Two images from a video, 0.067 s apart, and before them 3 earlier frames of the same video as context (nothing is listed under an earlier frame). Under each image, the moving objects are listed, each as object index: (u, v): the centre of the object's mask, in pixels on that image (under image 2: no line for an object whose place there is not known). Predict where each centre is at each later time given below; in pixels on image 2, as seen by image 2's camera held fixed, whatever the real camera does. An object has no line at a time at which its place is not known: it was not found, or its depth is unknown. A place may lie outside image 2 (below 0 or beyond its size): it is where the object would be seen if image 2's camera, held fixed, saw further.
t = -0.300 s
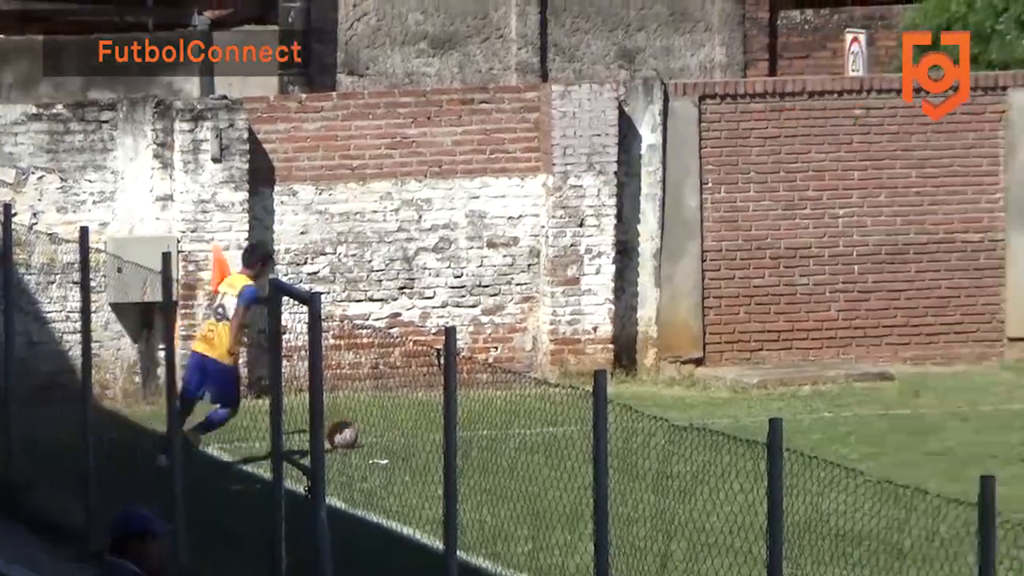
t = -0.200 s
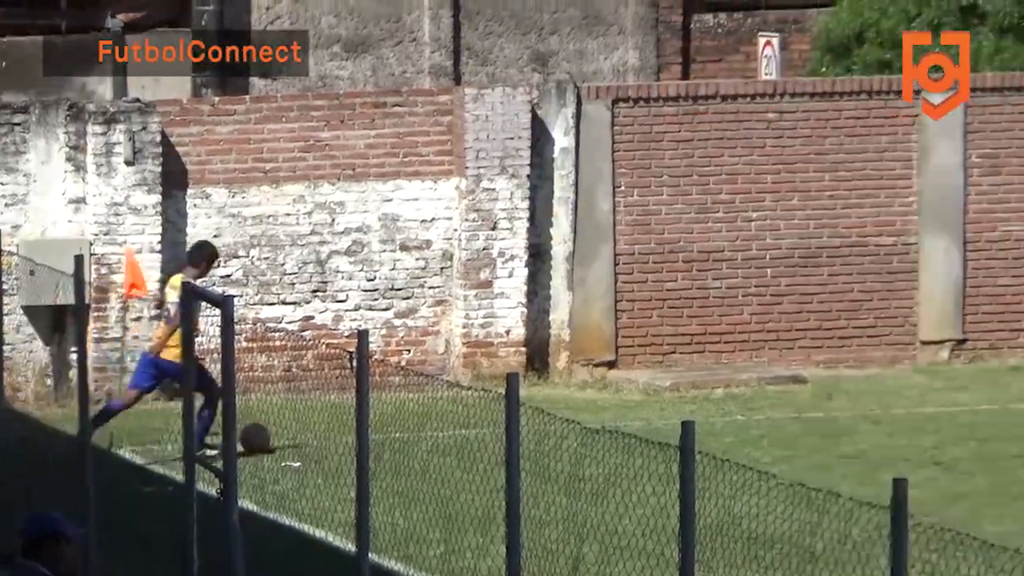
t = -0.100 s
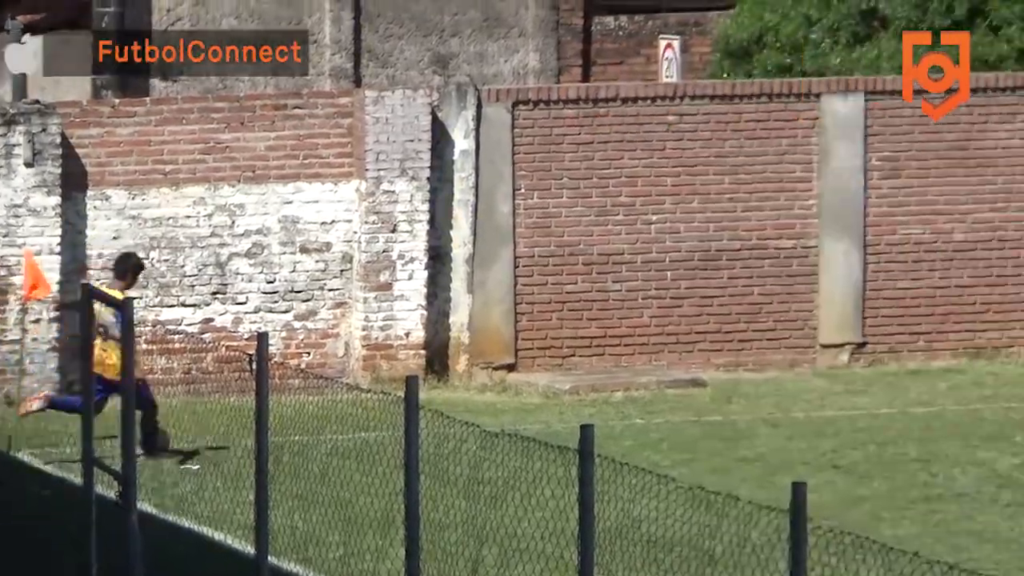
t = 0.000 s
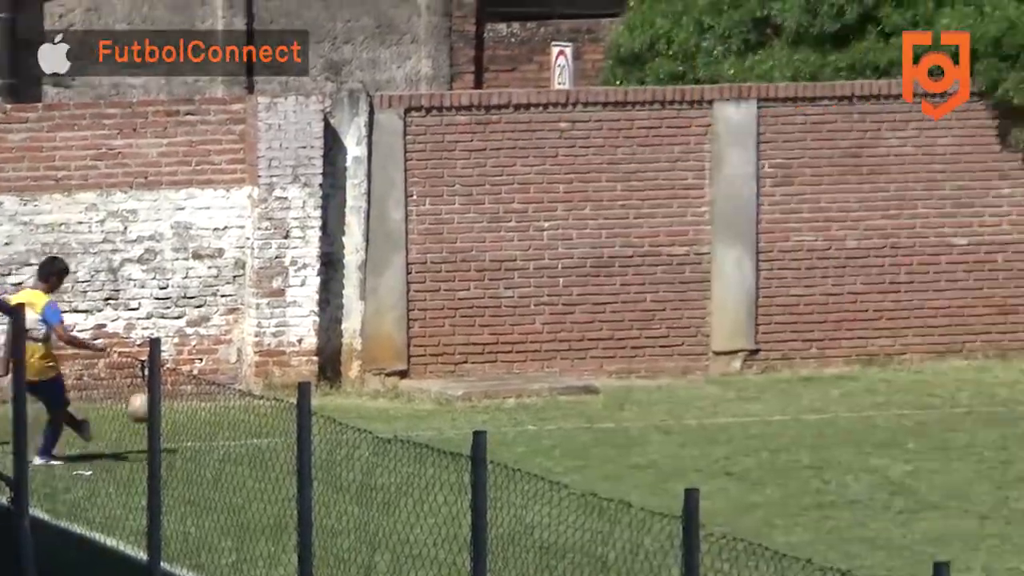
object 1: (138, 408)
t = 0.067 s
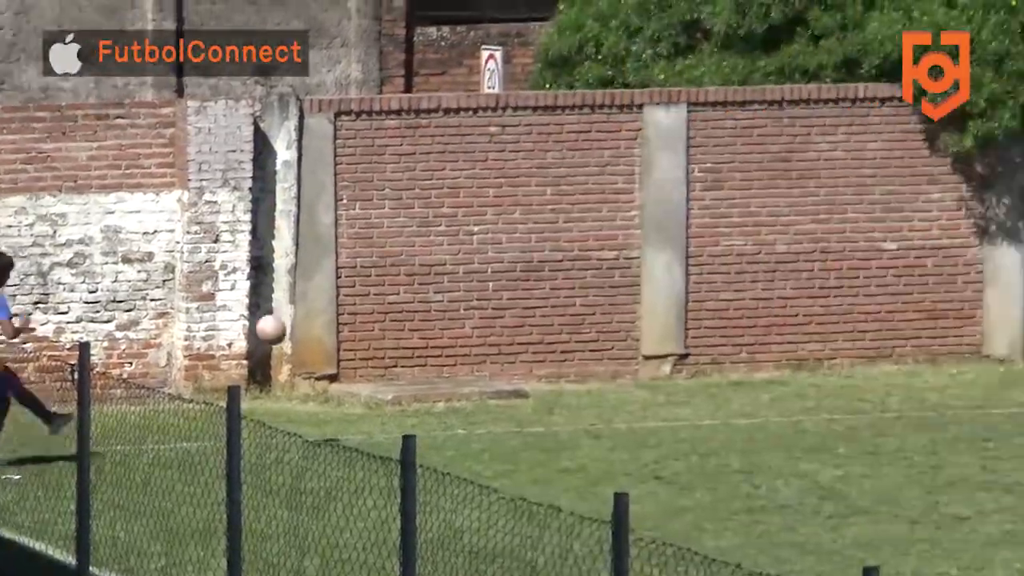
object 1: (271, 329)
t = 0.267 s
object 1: (852, 132)
